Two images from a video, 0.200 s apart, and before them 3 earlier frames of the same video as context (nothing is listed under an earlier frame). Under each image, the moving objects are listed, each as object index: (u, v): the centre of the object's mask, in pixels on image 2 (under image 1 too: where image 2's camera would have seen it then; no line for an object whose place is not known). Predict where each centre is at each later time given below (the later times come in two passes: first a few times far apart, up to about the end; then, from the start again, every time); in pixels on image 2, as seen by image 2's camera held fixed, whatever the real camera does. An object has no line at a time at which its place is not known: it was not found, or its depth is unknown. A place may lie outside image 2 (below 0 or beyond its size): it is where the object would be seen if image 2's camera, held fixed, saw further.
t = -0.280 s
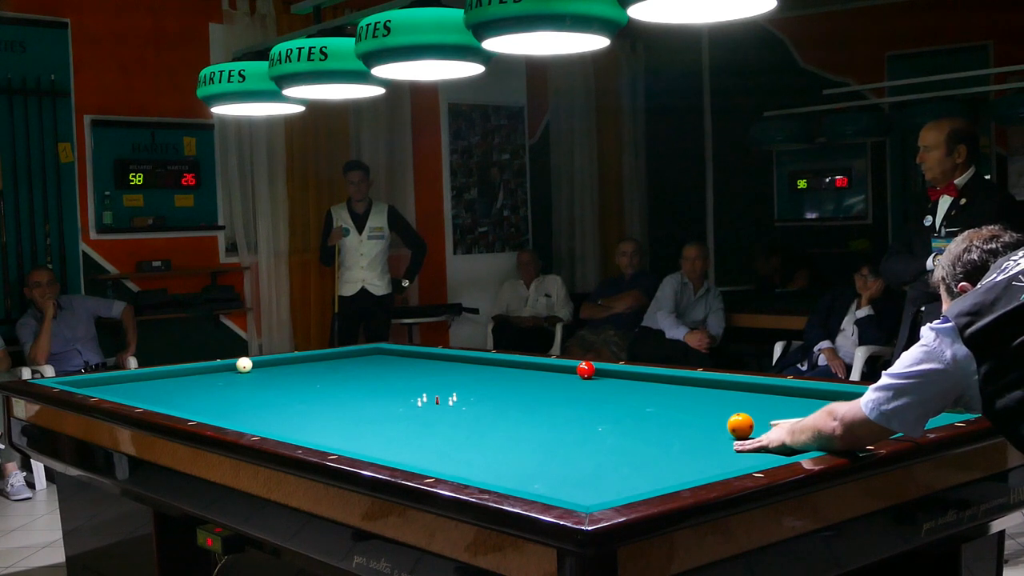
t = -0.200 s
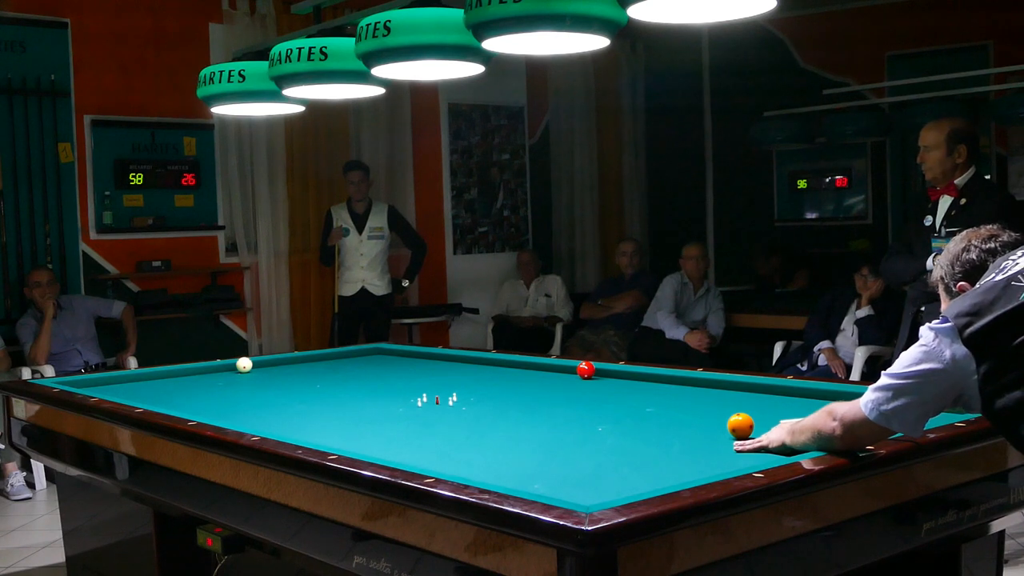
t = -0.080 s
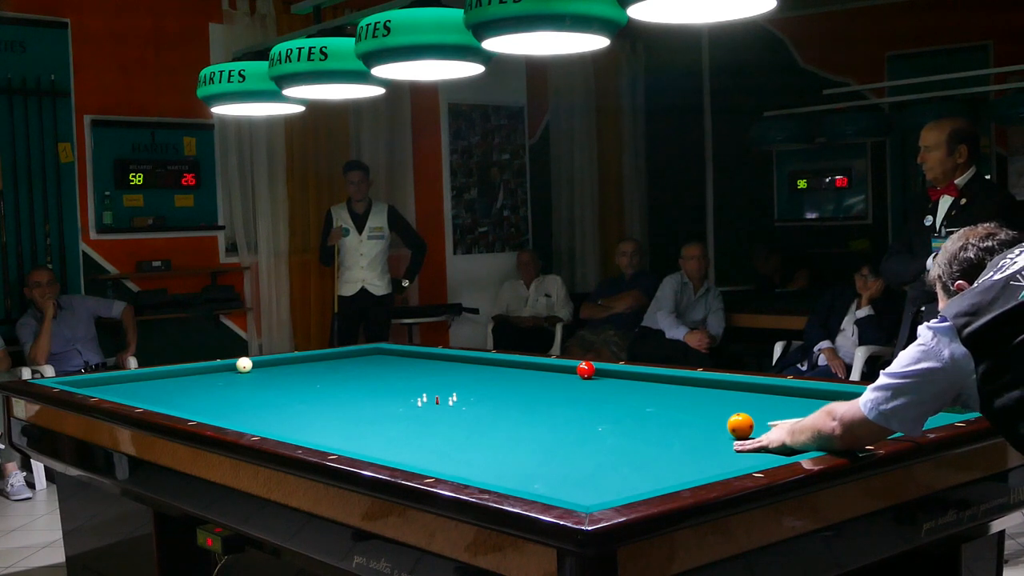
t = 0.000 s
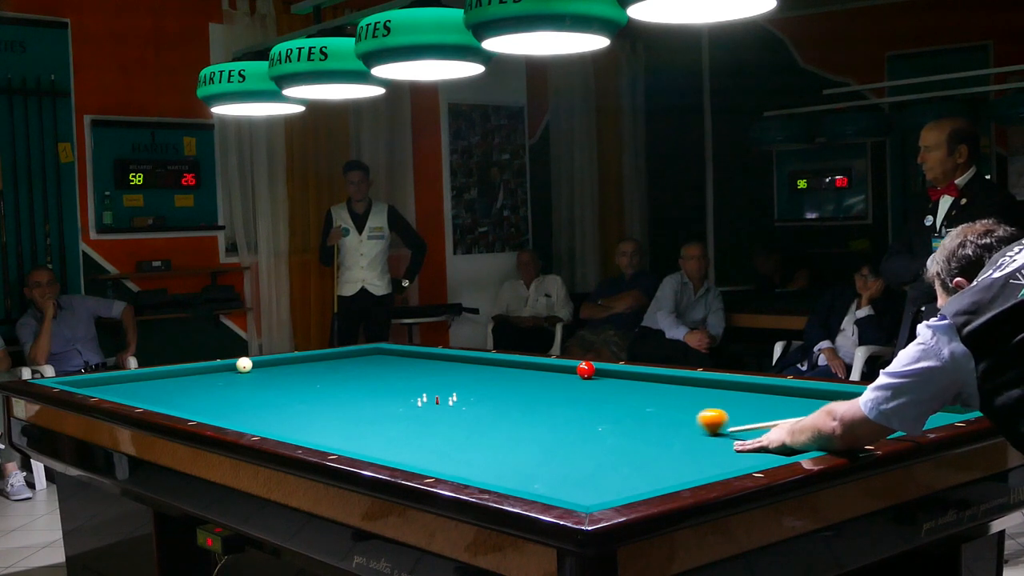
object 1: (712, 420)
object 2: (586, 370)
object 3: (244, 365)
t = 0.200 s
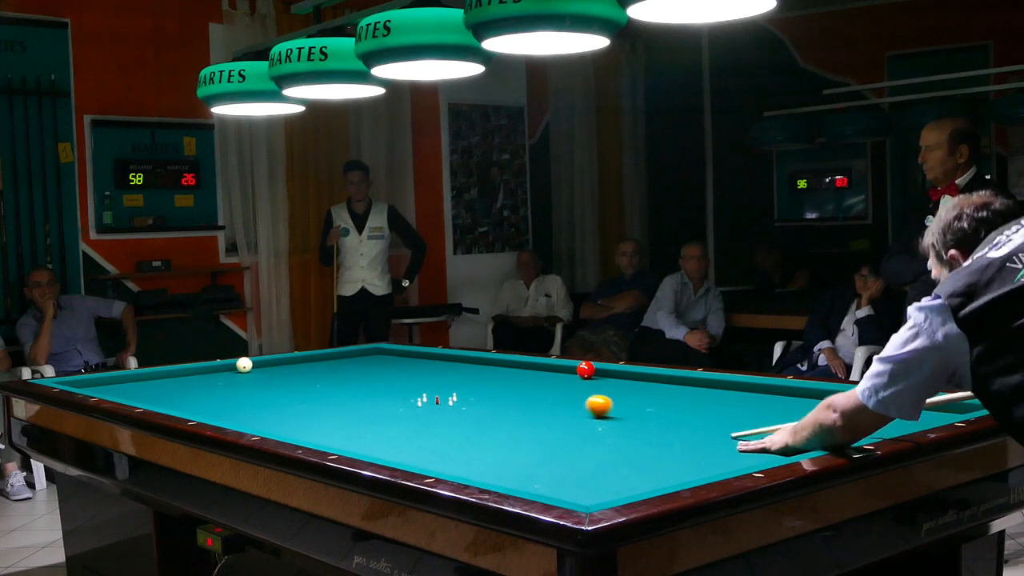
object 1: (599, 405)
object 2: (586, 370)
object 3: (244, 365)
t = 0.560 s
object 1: (469, 389)
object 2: (586, 370)
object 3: (244, 365)
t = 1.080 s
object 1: (341, 374)
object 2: (586, 370)
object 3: (244, 365)
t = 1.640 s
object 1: (263, 361)
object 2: (586, 370)
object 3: (223, 365)
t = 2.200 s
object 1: (311, 363)
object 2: (586, 370)
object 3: (205, 372)
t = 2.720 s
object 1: (354, 364)
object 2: (586, 370)
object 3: (187, 379)
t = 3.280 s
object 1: (397, 365)
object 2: (586, 370)
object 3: (167, 386)
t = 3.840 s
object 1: (439, 366)
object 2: (586, 370)
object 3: (146, 393)
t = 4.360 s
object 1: (476, 367)
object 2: (586, 370)
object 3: (128, 396)
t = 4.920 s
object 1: (514, 368)
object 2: (586, 370)
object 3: (154, 398)
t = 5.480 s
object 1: (549, 369)
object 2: (586, 370)
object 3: (177, 399)
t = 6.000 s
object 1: (573, 369)
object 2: (592, 370)
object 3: (195, 399)
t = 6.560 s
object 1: (579, 369)
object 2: (606, 371)
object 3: (210, 399)
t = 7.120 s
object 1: (582, 369)
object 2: (614, 372)
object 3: (221, 399)
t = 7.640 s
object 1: (583, 369)
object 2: (620, 373)
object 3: (228, 399)
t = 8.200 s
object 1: (583, 369)
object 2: (625, 374)
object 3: (232, 399)
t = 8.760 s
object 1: (583, 369)
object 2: (627, 374)
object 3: (231, 399)
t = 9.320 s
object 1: (583, 369)
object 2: (627, 374)
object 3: (231, 399)
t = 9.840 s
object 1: (583, 369)
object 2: (628, 374)
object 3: (231, 399)
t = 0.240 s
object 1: (580, 403)
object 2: (586, 370)
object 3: (244, 365)
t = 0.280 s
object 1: (563, 401)
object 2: (586, 370)
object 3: (244, 365)
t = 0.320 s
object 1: (547, 399)
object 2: (586, 370)
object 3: (244, 365)
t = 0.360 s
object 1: (532, 397)
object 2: (586, 370)
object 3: (244, 365)
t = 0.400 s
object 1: (518, 395)
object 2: (586, 370)
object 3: (244, 365)
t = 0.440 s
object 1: (505, 393)
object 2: (586, 370)
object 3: (244, 365)
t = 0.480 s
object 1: (492, 392)
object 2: (586, 370)
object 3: (244, 365)
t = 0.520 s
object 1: (481, 390)
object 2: (586, 370)
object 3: (244, 365)
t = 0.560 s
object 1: (469, 389)
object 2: (586, 370)
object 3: (244, 365)
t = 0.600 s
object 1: (458, 387)
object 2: (586, 370)
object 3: (244, 365)
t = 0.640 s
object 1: (447, 386)
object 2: (586, 370)
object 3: (244, 365)
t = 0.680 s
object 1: (436, 385)
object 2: (586, 370)
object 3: (244, 365)
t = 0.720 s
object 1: (426, 384)
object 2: (586, 370)
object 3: (244, 365)
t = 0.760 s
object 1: (415, 383)
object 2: (586, 370)
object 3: (244, 365)
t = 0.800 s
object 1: (405, 382)
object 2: (586, 370)
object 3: (244, 365)
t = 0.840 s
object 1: (396, 380)
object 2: (586, 370)
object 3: (244, 365)
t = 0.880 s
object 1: (386, 379)
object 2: (586, 370)
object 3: (244, 365)
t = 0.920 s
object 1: (377, 378)
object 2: (586, 370)
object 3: (244, 365)
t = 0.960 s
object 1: (367, 377)
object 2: (586, 370)
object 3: (244, 365)
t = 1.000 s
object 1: (358, 376)
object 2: (586, 370)
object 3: (244, 365)
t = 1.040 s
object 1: (350, 375)
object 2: (586, 370)
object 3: (244, 365)
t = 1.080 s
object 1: (341, 374)
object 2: (586, 370)
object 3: (244, 365)
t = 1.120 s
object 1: (333, 373)
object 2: (586, 370)
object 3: (244, 365)
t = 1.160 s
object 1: (324, 372)
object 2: (586, 370)
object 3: (244, 365)
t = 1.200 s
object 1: (317, 371)
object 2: (586, 370)
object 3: (244, 365)
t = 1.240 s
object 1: (309, 370)
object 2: (586, 370)
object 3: (244, 365)
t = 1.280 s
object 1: (301, 369)
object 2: (586, 370)
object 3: (244, 365)
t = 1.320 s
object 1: (293, 368)
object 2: (586, 370)
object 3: (244, 365)
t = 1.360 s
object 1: (286, 368)
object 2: (586, 370)
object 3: (244, 365)
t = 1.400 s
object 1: (279, 366)
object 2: (586, 370)
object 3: (244, 365)
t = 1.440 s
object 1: (272, 366)
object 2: (586, 370)
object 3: (244, 365)
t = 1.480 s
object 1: (265, 365)
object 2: (586, 370)
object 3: (244, 365)
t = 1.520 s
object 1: (260, 364)
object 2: (586, 370)
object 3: (242, 364)
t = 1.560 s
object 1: (261, 363)
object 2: (586, 370)
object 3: (234, 365)
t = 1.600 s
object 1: (262, 362)
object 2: (586, 370)
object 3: (226, 365)
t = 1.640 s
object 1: (263, 361)
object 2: (586, 370)
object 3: (223, 365)
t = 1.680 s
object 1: (266, 361)
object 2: (586, 370)
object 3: (222, 366)
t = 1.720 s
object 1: (270, 362)
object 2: (586, 370)
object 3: (220, 366)
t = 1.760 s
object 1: (274, 362)
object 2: (586, 370)
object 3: (219, 367)
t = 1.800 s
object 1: (278, 362)
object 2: (586, 370)
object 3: (218, 367)
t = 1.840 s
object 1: (282, 362)
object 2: (586, 370)
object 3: (217, 368)
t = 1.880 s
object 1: (285, 362)
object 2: (586, 370)
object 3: (215, 368)
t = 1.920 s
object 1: (288, 362)
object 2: (586, 370)
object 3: (214, 369)
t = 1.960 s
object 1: (292, 362)
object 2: (586, 370)
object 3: (213, 369)
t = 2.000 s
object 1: (295, 362)
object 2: (586, 370)
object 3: (211, 370)
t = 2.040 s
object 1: (298, 362)
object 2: (586, 370)
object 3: (210, 370)
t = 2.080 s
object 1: (302, 363)
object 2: (586, 370)
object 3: (209, 371)
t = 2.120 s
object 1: (305, 362)
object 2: (586, 370)
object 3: (207, 371)
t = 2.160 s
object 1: (308, 363)
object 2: (586, 370)
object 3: (206, 372)
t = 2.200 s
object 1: (311, 363)
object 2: (586, 370)
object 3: (205, 372)
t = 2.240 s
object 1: (315, 363)
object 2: (586, 370)
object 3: (203, 373)
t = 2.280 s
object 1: (318, 363)
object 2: (586, 370)
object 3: (202, 373)
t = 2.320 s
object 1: (321, 363)
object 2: (586, 370)
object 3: (201, 374)
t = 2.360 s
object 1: (324, 363)
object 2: (586, 370)
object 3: (199, 374)
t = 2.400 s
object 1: (328, 363)
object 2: (586, 370)
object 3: (198, 375)
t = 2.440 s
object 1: (331, 363)
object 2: (586, 370)
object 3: (197, 375)
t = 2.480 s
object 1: (334, 363)
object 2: (586, 370)
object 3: (195, 376)
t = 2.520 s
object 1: (337, 364)
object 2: (586, 370)
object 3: (194, 376)
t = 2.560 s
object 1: (341, 364)
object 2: (586, 370)
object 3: (193, 377)
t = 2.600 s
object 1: (344, 364)
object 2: (586, 370)
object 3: (191, 377)
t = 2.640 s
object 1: (347, 364)
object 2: (586, 370)
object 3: (190, 378)
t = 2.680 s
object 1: (350, 364)
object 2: (586, 370)
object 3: (188, 378)
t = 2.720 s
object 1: (354, 364)
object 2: (586, 370)
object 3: (187, 379)
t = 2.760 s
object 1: (357, 364)
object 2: (586, 370)
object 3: (185, 379)
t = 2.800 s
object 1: (360, 364)
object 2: (586, 370)
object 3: (184, 380)
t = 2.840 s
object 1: (363, 364)
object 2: (586, 370)
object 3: (182, 380)
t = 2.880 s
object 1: (366, 364)
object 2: (586, 370)
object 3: (181, 381)
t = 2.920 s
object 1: (369, 364)
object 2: (586, 370)
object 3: (180, 381)
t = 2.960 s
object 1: (372, 364)
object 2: (586, 370)
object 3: (178, 382)
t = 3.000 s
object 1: (375, 364)
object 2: (586, 370)
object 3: (177, 382)
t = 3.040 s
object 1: (379, 364)
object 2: (586, 370)
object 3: (175, 383)
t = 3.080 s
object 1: (381, 364)
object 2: (586, 370)
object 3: (174, 383)
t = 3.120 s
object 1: (385, 365)
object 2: (586, 370)
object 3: (172, 384)
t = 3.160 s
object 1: (388, 365)
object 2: (586, 370)
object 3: (171, 384)
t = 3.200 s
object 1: (391, 365)
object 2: (586, 370)
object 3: (169, 385)
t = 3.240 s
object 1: (394, 365)
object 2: (586, 370)
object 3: (168, 385)
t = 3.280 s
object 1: (397, 365)
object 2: (586, 370)
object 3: (167, 386)
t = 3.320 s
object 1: (400, 365)
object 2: (586, 370)
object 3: (165, 386)
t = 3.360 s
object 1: (403, 365)
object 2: (586, 370)
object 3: (164, 387)
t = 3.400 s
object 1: (406, 365)
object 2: (586, 370)
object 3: (162, 387)
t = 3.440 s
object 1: (409, 365)
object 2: (586, 370)
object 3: (161, 388)
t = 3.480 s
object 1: (412, 365)
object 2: (586, 370)
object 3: (159, 388)
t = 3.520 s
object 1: (415, 365)
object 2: (586, 370)
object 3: (158, 389)
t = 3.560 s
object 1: (419, 365)
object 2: (586, 370)
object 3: (156, 389)
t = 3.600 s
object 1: (421, 366)
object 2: (586, 370)
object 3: (155, 390)
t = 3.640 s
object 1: (424, 366)
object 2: (586, 370)
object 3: (153, 390)
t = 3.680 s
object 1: (427, 366)
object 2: (586, 370)
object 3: (152, 391)
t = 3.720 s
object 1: (430, 366)
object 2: (586, 370)
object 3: (150, 391)
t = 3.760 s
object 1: (433, 366)
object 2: (586, 370)
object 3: (149, 392)
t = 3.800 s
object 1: (436, 366)
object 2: (586, 370)
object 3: (147, 392)
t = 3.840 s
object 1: (439, 366)
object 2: (586, 370)
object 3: (146, 393)
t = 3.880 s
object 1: (442, 366)
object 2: (586, 370)
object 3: (144, 393)
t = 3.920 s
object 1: (445, 366)
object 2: (586, 370)
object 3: (143, 394)
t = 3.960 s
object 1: (448, 366)
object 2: (586, 370)
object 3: (142, 394)
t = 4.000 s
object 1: (451, 367)
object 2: (586, 370)
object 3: (140, 394)
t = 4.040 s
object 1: (454, 367)
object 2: (586, 370)
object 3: (139, 394)
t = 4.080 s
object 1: (457, 367)
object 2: (586, 370)
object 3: (137, 395)
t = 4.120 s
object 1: (459, 367)
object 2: (586, 370)
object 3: (136, 395)
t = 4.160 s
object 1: (462, 367)
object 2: (586, 370)
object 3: (135, 395)
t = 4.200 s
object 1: (465, 367)
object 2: (586, 370)
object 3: (133, 395)
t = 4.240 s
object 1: (468, 367)
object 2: (586, 370)
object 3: (132, 395)
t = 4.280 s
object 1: (471, 367)
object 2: (586, 370)
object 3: (131, 396)
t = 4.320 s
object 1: (473, 367)
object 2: (586, 370)
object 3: (129, 396)
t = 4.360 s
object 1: (476, 367)
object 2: (586, 370)
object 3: (128, 396)
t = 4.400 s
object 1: (479, 367)
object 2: (586, 370)
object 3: (130, 396)
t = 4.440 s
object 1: (482, 367)
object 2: (586, 370)
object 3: (132, 396)
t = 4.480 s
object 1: (485, 367)
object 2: (586, 370)
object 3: (134, 396)
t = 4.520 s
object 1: (487, 367)
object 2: (586, 370)
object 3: (136, 397)
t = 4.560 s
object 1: (490, 367)
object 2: (586, 370)
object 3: (138, 397)
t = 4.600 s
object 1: (493, 367)
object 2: (586, 370)
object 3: (139, 397)
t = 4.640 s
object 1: (495, 367)
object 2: (586, 370)
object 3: (141, 397)
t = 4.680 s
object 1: (498, 368)
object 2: (586, 370)
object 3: (143, 397)
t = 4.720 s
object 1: (501, 368)
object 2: (586, 370)
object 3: (145, 398)
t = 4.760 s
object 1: (503, 368)
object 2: (586, 370)
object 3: (147, 398)
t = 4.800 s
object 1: (506, 368)
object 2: (586, 370)
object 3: (149, 398)
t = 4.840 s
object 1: (509, 368)
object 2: (586, 370)
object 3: (151, 398)
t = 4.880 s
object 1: (511, 368)
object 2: (586, 370)
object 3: (153, 398)
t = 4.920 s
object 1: (514, 368)
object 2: (586, 370)
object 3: (154, 398)
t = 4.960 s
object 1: (517, 368)
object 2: (586, 370)
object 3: (156, 398)
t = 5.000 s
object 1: (519, 368)
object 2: (586, 370)
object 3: (158, 398)
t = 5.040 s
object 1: (522, 368)
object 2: (586, 370)
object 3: (159, 399)
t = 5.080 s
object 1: (524, 368)
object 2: (586, 370)
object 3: (161, 399)
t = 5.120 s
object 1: (527, 368)
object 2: (586, 370)
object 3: (163, 399)
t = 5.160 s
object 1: (530, 368)
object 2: (586, 370)
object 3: (164, 399)
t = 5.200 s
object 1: (532, 368)
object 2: (586, 370)
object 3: (166, 399)
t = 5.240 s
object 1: (535, 369)
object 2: (586, 370)
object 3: (168, 399)
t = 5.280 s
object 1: (537, 369)
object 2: (586, 370)
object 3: (169, 399)
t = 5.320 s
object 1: (540, 369)
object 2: (586, 370)
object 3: (171, 399)
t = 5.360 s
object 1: (542, 369)
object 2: (586, 370)
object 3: (172, 399)
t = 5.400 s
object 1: (545, 369)
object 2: (586, 370)
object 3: (174, 399)
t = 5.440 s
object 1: (547, 369)
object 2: (586, 370)
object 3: (175, 399)
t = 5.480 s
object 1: (549, 369)
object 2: (586, 370)
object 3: (177, 399)
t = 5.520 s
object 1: (552, 369)
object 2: (586, 370)
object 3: (178, 399)
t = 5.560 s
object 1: (554, 369)
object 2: (586, 370)
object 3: (180, 399)
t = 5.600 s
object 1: (557, 369)
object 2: (586, 370)
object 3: (181, 399)
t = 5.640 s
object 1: (559, 369)
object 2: (586, 370)
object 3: (183, 399)
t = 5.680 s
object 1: (561, 369)
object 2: (586, 370)
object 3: (184, 399)
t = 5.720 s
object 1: (564, 369)
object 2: (586, 370)
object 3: (185, 399)
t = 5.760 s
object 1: (566, 369)
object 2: (586, 370)
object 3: (187, 399)
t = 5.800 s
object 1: (568, 369)
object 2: (586, 370)
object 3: (188, 399)
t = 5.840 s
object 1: (570, 369)
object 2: (586, 370)
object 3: (190, 399)
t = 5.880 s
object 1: (570, 369)
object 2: (588, 370)
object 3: (191, 399)
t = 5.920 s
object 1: (571, 369)
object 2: (590, 370)
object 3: (192, 399)
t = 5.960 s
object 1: (572, 369)
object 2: (591, 370)
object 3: (193, 399)
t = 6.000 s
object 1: (573, 369)
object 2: (592, 370)
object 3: (195, 399)
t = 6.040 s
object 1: (573, 369)
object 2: (593, 370)
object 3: (196, 399)
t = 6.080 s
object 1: (574, 369)
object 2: (594, 370)
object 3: (197, 399)
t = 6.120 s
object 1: (574, 369)
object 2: (596, 370)
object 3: (198, 399)
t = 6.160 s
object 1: (575, 369)
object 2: (597, 370)
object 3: (199, 399)
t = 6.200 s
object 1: (575, 369)
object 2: (598, 370)
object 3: (200, 399)
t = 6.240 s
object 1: (576, 369)
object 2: (599, 370)
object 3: (202, 399)
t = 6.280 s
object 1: (576, 369)
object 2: (601, 370)
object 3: (203, 399)
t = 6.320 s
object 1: (576, 369)
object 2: (602, 370)
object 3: (204, 399)
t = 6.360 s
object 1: (577, 369)
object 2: (603, 370)
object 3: (205, 399)
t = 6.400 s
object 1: (577, 369)
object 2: (604, 370)
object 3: (206, 399)
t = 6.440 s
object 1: (578, 369)
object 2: (604, 371)
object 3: (207, 399)
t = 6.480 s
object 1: (578, 369)
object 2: (605, 371)
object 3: (208, 399)
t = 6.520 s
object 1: (579, 369)
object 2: (606, 371)
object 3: (209, 399)
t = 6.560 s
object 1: (579, 369)
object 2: (606, 371)
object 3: (210, 399)
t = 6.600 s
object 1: (579, 369)
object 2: (607, 371)
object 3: (211, 399)
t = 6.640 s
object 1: (580, 369)
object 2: (608, 371)
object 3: (211, 399)
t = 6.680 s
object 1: (580, 369)
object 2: (608, 371)
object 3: (212, 399)
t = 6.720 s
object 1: (580, 369)
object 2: (609, 372)
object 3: (213, 399)
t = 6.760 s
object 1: (581, 369)
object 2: (609, 371)
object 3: (214, 399)
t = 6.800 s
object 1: (581, 369)
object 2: (610, 372)
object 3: (215, 399)
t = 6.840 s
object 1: (581, 369)
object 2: (611, 372)
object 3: (216, 399)
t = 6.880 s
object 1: (581, 369)
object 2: (611, 372)
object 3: (217, 399)
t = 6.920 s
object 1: (581, 369)
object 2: (612, 372)
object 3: (217, 399)
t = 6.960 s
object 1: (581, 369)
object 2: (612, 372)
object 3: (218, 399)
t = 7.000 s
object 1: (582, 369)
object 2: (613, 372)
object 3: (219, 399)
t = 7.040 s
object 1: (582, 369)
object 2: (613, 372)
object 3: (220, 399)
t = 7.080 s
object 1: (582, 369)
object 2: (614, 372)
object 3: (221, 399)
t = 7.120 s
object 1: (582, 369)
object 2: (614, 372)
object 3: (221, 399)
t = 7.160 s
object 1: (582, 369)
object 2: (615, 372)
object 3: (222, 399)
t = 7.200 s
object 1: (582, 369)
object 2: (615, 372)
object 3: (222, 399)
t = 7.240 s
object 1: (582, 369)
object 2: (615, 372)
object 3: (223, 399)
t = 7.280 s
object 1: (582, 369)
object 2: (616, 373)
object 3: (224, 399)
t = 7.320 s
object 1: (582, 369)
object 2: (616, 373)
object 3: (224, 399)
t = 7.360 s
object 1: (582, 369)
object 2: (617, 373)
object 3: (225, 399)
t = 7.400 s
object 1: (583, 369)
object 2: (617, 373)
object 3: (226, 399)
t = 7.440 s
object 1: (582, 369)
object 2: (618, 373)
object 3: (226, 399)
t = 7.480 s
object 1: (583, 369)
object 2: (618, 373)
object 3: (227, 399)
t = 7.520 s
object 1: (583, 369)
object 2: (619, 373)
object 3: (227, 399)
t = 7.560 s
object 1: (583, 369)
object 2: (619, 373)
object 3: (228, 399)
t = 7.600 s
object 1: (582, 369)
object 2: (619, 373)
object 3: (228, 399)
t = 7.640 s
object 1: (583, 369)
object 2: (620, 373)
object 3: (228, 399)
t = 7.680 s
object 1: (582, 369)
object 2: (620, 373)
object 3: (229, 399)
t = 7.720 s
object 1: (583, 369)
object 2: (621, 373)
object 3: (229, 399)
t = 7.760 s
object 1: (582, 369)
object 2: (621, 373)
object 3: (229, 399)
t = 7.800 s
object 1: (582, 369)
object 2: (621, 373)
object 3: (230, 399)
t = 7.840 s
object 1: (583, 369)
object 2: (622, 373)
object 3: (230, 399)
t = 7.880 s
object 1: (583, 369)
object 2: (622, 374)
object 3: (230, 399)
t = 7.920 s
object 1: (582, 369)
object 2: (622, 374)
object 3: (231, 399)
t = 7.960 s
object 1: (582, 369)
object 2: (623, 374)
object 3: (231, 399)
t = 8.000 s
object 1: (582, 369)
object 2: (623, 374)
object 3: (231, 399)
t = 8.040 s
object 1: (583, 369)
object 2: (624, 374)
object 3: (231, 399)
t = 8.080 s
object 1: (583, 369)
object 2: (624, 374)
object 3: (232, 399)
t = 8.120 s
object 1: (582, 369)
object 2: (624, 374)
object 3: (232, 399)
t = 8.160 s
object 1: (583, 369)
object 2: (624, 374)
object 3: (232, 399)
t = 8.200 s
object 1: (583, 369)
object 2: (625, 374)
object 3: (232, 399)
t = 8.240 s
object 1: (582, 369)
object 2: (625, 374)
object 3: (232, 399)
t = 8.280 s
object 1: (582, 369)
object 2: (625, 374)
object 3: (232, 399)
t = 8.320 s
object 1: (582, 369)
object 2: (626, 374)
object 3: (232, 399)
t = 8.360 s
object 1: (582, 369)
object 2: (626, 374)
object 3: (232, 399)
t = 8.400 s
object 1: (583, 369)
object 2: (626, 374)
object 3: (232, 399)
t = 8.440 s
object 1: (582, 369)
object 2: (626, 374)
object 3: (232, 399)
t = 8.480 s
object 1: (583, 369)
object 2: (627, 374)
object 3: (232, 399)
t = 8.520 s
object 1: (582, 369)
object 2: (627, 374)
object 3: (232, 399)
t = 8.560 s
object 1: (582, 369)
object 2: (627, 374)
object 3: (232, 399)
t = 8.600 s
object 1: (583, 369)
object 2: (627, 374)
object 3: (231, 399)
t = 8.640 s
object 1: (582, 369)
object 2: (627, 374)
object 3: (231, 399)
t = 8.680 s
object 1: (582, 369)
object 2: (627, 374)
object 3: (231, 399)
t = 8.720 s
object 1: (582, 369)
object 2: (627, 374)
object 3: (231, 399)
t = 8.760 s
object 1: (583, 369)
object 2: (627, 374)
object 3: (231, 399)
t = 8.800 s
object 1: (583, 369)
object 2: (627, 374)
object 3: (231, 399)
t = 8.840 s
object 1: (582, 369)
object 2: (627, 374)
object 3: (231, 399)
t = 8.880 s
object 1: (583, 369)
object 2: (627, 374)
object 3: (231, 399)
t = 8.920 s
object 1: (583, 369)
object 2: (628, 374)
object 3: (231, 399)
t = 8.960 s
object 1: (583, 369)
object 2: (628, 374)
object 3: (231, 399)
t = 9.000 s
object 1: (583, 369)
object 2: (628, 374)
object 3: (231, 399)
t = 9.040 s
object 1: (583, 369)
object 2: (628, 374)
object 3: (231, 399)
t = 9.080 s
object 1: (583, 369)
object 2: (628, 374)
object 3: (231, 399)
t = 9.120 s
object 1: (583, 369)
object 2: (628, 374)
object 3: (231, 399)
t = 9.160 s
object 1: (583, 369)
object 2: (628, 374)
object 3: (231, 399)
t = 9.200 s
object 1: (583, 369)
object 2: (627, 374)
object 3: (231, 399)
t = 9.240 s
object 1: (583, 369)
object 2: (627, 374)
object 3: (231, 399)
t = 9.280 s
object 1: (583, 369)
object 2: (627, 374)
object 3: (231, 399)
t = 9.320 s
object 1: (583, 369)
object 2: (627, 374)
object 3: (231, 399)
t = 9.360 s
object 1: (583, 369)
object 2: (627, 374)
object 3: (231, 399)
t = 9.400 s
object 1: (583, 369)
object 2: (628, 374)
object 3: (231, 399)
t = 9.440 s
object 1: (583, 369)
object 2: (628, 374)
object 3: (231, 399)
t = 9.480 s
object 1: (583, 369)
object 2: (628, 374)
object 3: (231, 399)
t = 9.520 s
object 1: (583, 369)
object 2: (628, 374)
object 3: (231, 399)
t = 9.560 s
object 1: (583, 369)
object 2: (627, 374)
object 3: (231, 399)
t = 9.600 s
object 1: (583, 369)
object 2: (627, 374)
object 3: (231, 399)
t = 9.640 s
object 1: (583, 369)
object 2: (628, 374)
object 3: (231, 399)
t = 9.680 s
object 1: (583, 369)
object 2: (628, 374)
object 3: (231, 399)
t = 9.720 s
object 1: (583, 369)
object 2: (628, 374)
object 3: (231, 399)
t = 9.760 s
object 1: (583, 369)
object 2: (628, 374)
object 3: (231, 399)
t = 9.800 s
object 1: (583, 369)
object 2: (628, 374)
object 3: (231, 399)
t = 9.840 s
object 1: (583, 369)
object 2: (628, 374)
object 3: (231, 399)
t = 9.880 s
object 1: (583, 369)
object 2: (628, 374)
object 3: (231, 399)
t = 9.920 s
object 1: (583, 369)
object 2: (627, 374)
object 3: (231, 399)
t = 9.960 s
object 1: (583, 369)
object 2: (627, 374)
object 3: (231, 399)
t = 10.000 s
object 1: (583, 369)
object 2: (627, 374)
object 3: (231, 399)
